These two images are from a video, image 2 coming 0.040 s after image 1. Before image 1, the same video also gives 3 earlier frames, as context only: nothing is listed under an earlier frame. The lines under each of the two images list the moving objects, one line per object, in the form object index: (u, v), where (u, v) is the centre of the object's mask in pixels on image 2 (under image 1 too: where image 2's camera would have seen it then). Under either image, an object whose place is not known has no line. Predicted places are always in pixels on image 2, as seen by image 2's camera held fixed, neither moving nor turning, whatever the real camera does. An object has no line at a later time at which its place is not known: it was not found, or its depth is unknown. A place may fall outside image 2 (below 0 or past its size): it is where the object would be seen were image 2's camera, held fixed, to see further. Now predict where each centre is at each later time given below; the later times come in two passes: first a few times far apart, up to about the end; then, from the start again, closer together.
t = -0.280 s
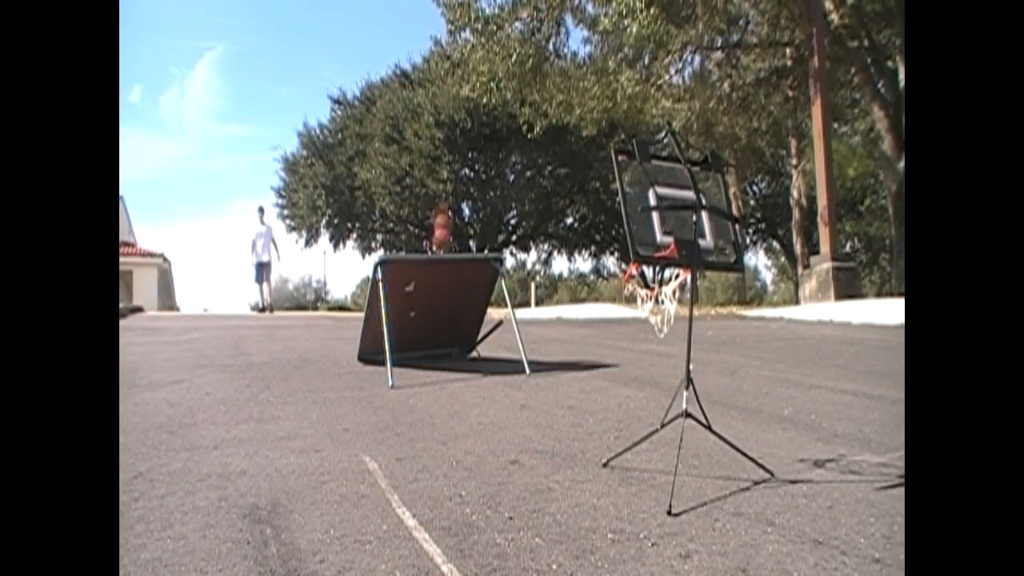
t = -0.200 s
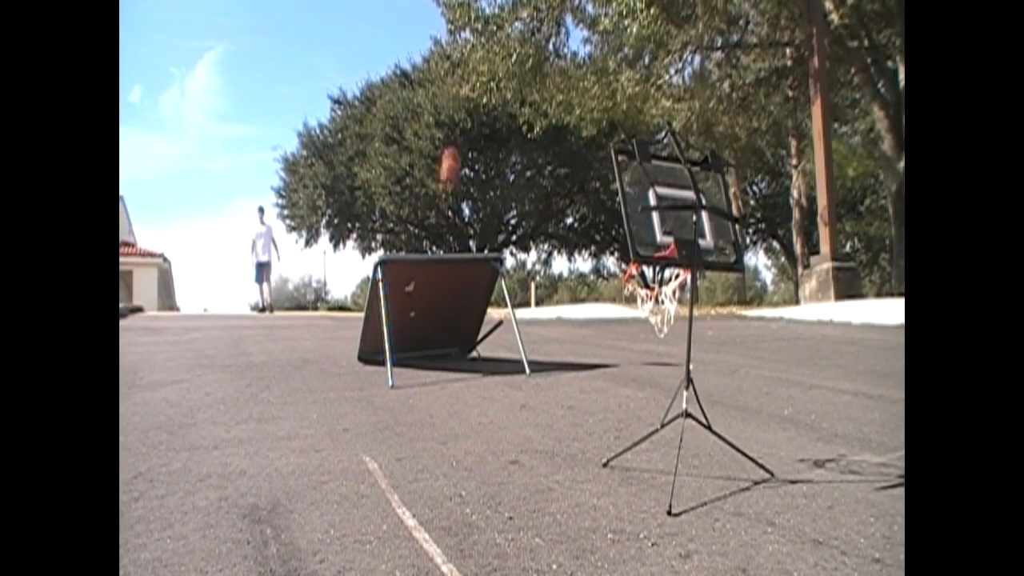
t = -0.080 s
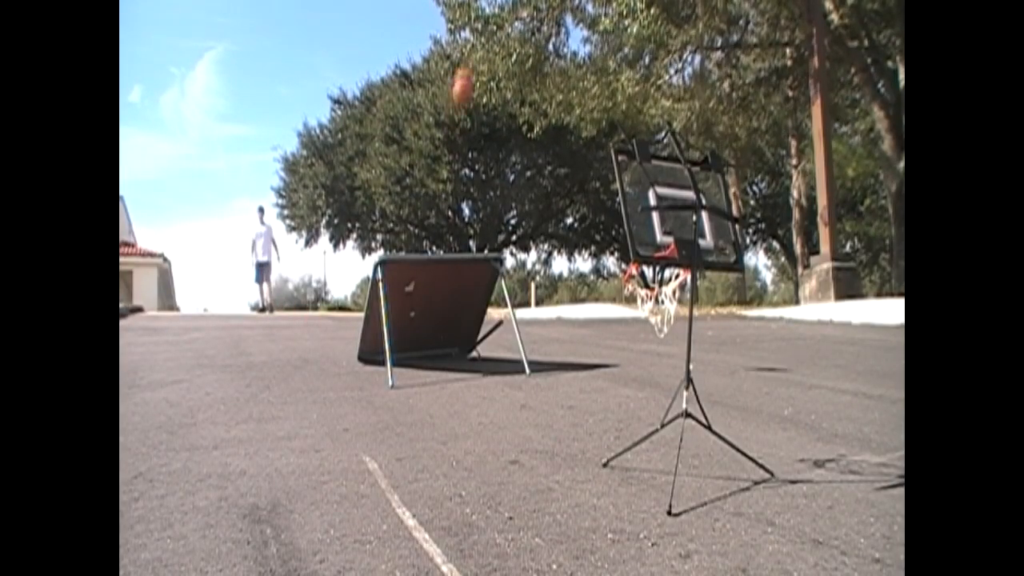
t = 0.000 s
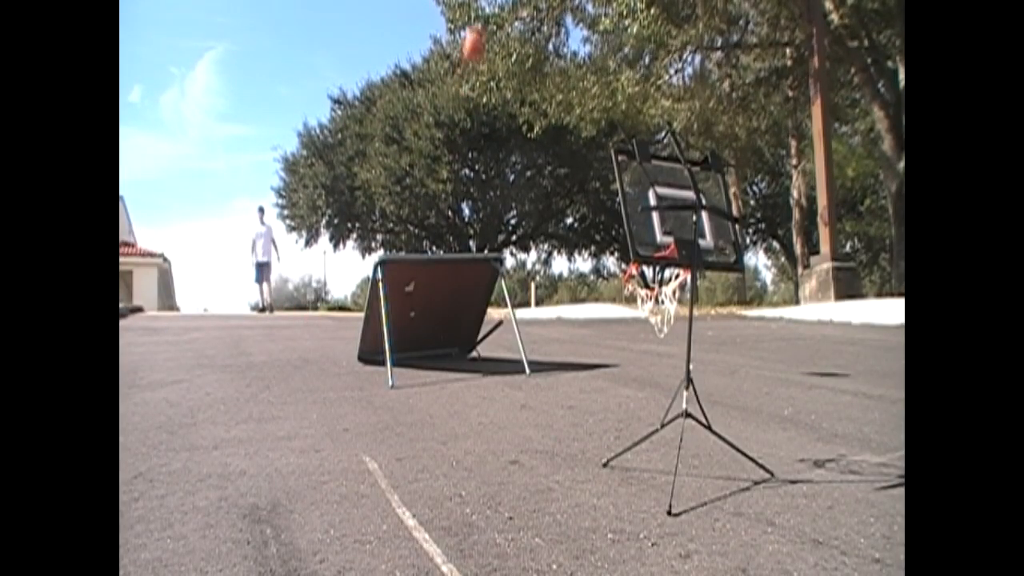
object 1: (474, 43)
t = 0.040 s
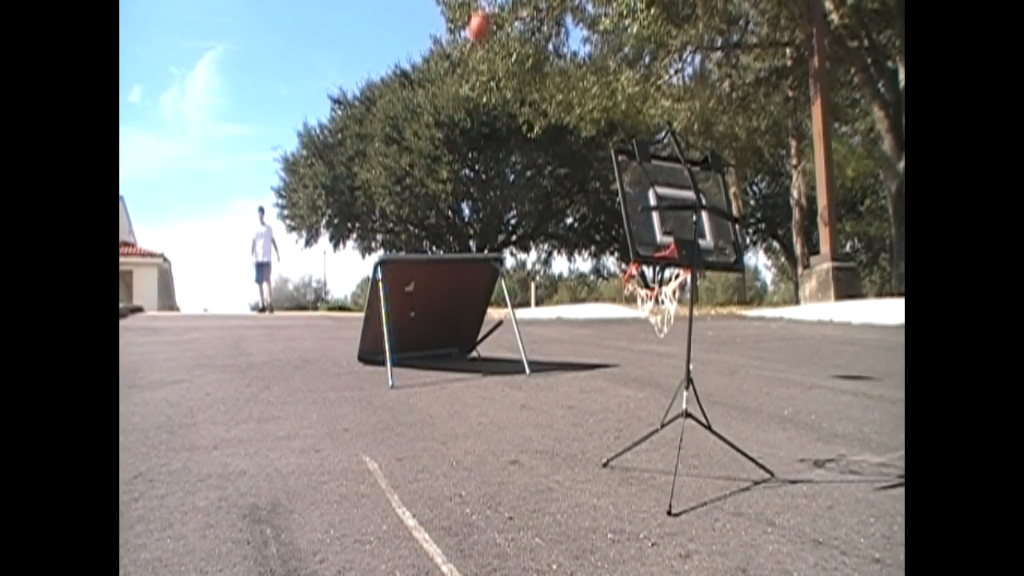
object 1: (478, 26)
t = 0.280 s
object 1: (522, 4)
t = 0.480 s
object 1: (575, 80)
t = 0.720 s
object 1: (657, 301)
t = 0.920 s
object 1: (587, 417)
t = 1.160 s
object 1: (527, 333)
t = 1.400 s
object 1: (472, 417)
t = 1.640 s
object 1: (424, 367)
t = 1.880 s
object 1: (374, 445)
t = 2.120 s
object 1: (331, 416)
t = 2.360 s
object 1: (276, 443)
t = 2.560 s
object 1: (222, 495)
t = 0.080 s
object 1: (485, 14)
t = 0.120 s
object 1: (491, 7)
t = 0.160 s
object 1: (497, 5)
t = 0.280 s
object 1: (522, 4)
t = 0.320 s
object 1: (532, 7)
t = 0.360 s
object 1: (541, 12)
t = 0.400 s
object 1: (552, 27)
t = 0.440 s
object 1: (563, 50)
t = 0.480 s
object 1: (575, 80)
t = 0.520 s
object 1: (590, 120)
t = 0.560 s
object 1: (601, 163)
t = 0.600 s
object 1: (615, 223)
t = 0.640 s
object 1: (643, 282)
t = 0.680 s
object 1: (664, 289)
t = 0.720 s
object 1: (657, 301)
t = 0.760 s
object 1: (643, 316)
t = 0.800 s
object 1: (628, 333)
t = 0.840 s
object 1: (614, 355)
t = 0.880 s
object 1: (601, 382)
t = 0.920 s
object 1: (587, 417)
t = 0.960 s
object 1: (573, 426)
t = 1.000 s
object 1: (564, 398)
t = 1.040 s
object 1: (555, 374)
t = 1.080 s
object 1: (545, 353)
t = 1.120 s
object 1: (536, 341)
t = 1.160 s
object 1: (527, 333)
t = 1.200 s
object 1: (518, 332)
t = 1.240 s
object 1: (508, 335)
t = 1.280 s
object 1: (496, 347)
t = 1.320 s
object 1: (489, 364)
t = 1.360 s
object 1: (480, 387)
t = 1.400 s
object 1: (472, 417)
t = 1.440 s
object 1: (464, 440)
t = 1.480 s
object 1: (455, 417)
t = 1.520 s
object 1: (447, 394)
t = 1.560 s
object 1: (439, 379)
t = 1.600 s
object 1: (432, 370)
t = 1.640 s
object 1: (424, 367)
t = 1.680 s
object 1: (416, 369)
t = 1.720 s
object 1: (408, 378)
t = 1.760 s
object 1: (399, 394)
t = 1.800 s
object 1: (391, 417)
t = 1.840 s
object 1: (384, 443)
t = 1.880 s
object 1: (374, 445)
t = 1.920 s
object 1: (367, 426)
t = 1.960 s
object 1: (360, 412)
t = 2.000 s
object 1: (352, 402)
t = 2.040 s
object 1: (346, 401)
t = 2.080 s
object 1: (338, 405)
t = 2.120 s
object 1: (331, 416)
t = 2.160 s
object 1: (324, 433)
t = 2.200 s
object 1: (317, 460)
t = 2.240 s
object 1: (308, 475)
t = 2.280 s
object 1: (296, 455)
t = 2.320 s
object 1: (286, 446)
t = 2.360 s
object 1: (276, 443)
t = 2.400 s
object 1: (265, 448)
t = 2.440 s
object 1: (255, 459)
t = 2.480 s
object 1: (245, 480)
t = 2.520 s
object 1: (234, 504)
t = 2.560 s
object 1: (222, 495)
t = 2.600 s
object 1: (209, 484)
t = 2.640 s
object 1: (197, 482)
